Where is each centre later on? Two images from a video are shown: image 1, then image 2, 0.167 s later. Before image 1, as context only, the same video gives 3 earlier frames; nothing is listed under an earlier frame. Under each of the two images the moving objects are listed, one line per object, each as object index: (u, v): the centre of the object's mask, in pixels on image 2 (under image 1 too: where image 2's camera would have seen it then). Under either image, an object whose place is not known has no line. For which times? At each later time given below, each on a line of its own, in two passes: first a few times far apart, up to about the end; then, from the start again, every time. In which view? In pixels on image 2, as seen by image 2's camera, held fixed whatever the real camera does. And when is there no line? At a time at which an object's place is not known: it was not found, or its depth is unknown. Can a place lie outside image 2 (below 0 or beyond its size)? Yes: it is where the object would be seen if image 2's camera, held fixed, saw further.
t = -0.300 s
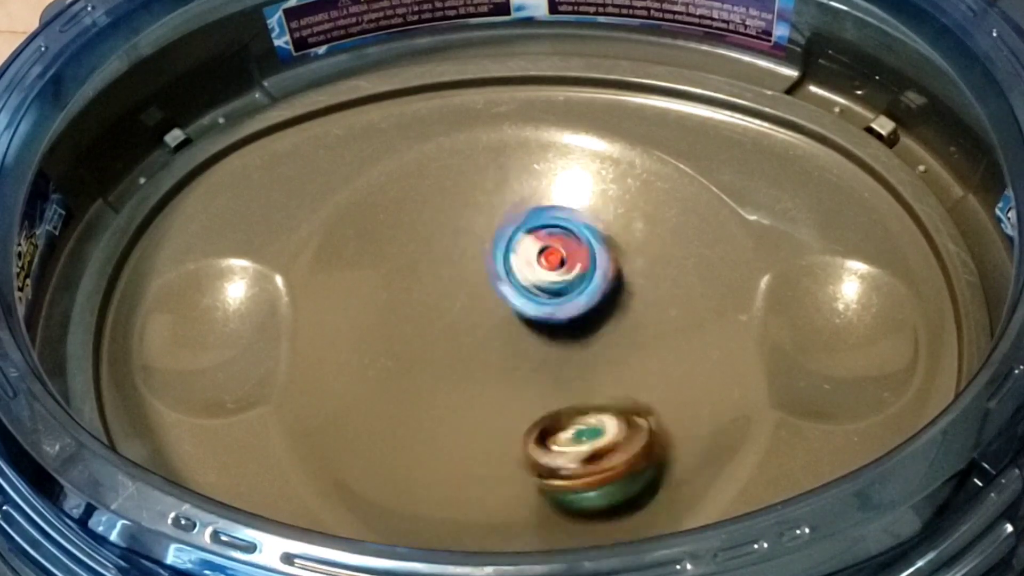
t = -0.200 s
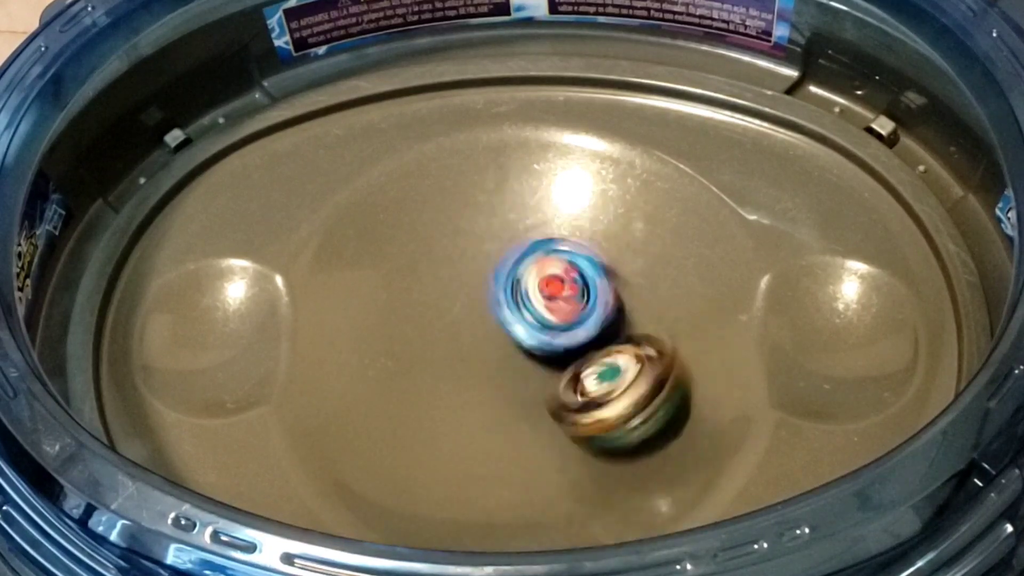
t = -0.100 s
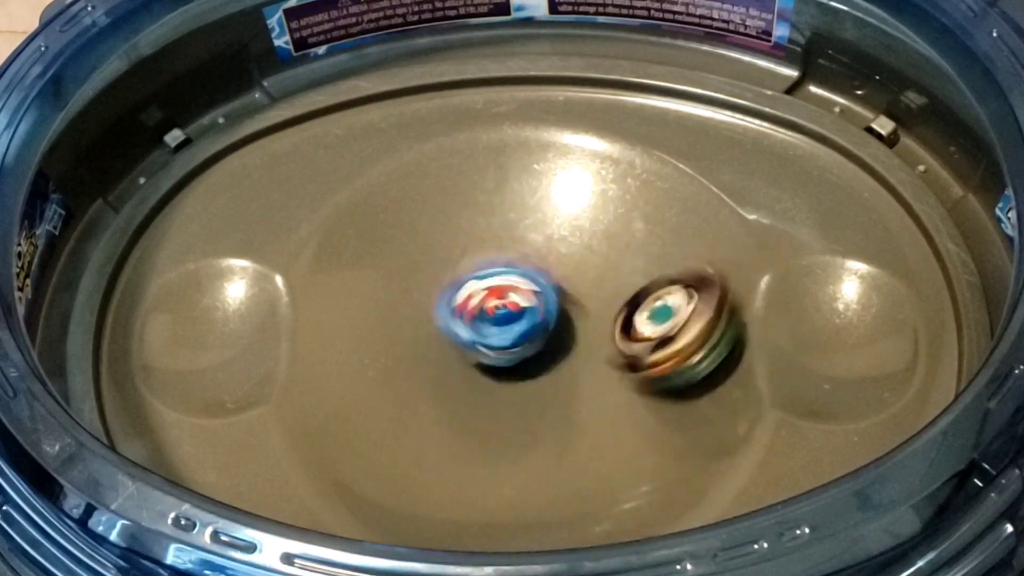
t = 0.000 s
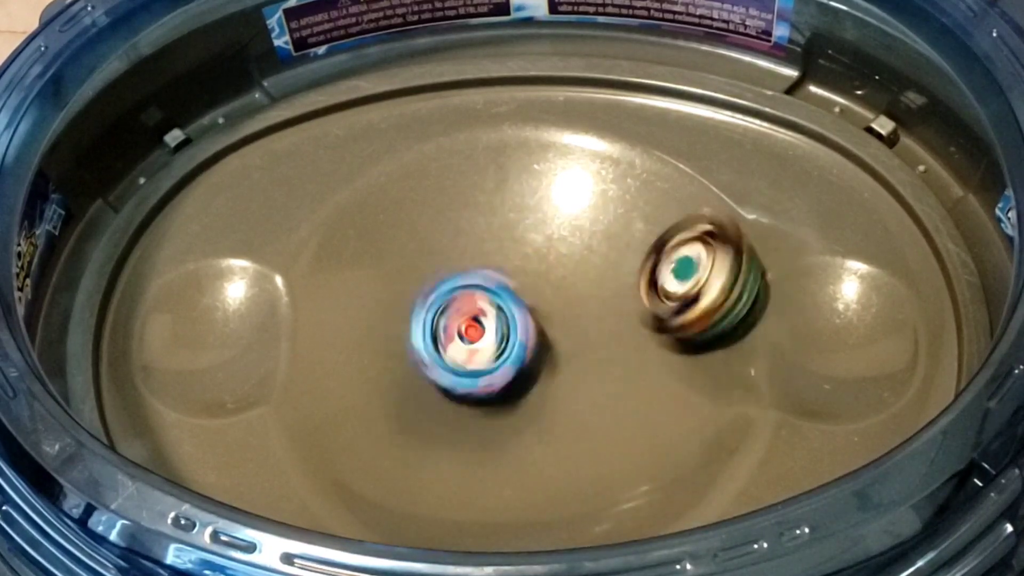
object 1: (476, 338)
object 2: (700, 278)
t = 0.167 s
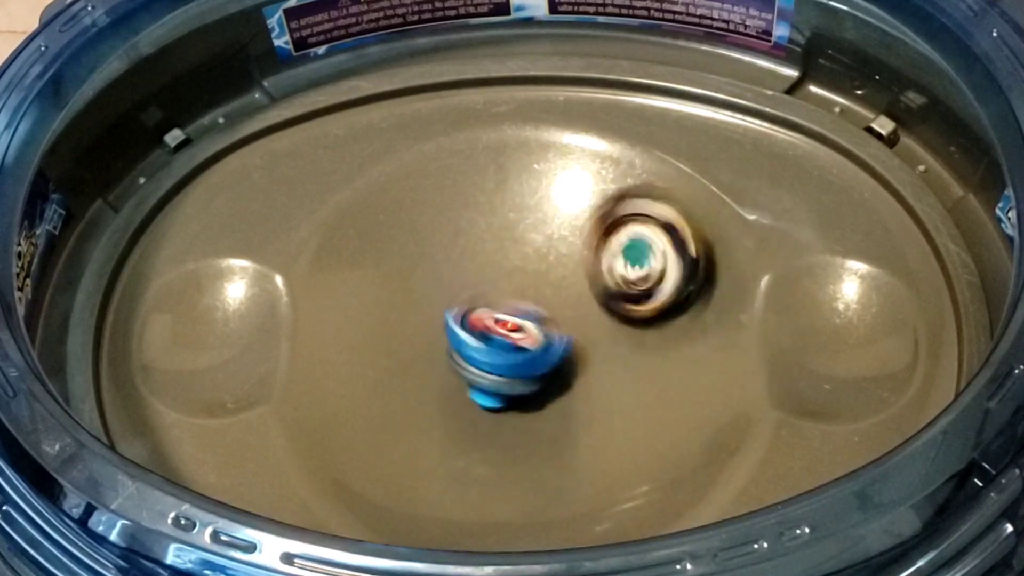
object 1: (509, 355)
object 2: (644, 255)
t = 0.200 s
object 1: (517, 357)
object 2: (623, 258)
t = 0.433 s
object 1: (518, 373)
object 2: (449, 240)
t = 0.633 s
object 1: (526, 365)
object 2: (432, 274)
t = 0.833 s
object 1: (585, 373)
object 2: (432, 360)
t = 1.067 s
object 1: (579, 370)
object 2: (452, 393)
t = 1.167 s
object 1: (559, 357)
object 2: (461, 392)
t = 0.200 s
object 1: (517, 357)
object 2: (623, 258)
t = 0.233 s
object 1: (525, 355)
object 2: (602, 261)
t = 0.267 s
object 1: (528, 358)
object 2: (576, 257)
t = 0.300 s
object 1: (523, 359)
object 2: (546, 250)
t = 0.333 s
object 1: (522, 362)
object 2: (516, 245)
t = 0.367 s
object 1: (518, 367)
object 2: (492, 244)
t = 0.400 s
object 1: (515, 375)
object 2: (468, 239)
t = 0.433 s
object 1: (518, 373)
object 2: (449, 240)
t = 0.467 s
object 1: (523, 371)
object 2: (433, 242)
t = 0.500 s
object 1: (526, 368)
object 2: (429, 247)
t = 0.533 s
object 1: (527, 367)
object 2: (425, 253)
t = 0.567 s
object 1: (526, 366)
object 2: (425, 258)
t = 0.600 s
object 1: (523, 366)
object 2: (429, 266)
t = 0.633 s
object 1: (526, 365)
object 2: (432, 274)
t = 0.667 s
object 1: (538, 365)
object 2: (425, 285)
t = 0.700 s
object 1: (555, 366)
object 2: (422, 299)
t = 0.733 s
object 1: (568, 368)
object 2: (423, 313)
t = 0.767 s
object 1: (577, 369)
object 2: (425, 330)
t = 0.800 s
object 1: (582, 371)
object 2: (428, 347)
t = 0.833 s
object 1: (585, 373)
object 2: (432, 360)
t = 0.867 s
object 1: (587, 375)
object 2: (435, 373)
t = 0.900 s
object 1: (588, 376)
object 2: (439, 384)
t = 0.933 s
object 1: (588, 376)
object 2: (442, 390)
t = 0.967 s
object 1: (587, 375)
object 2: (445, 394)
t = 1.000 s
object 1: (586, 374)
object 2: (448, 396)
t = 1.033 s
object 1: (583, 373)
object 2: (451, 394)
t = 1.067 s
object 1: (579, 370)
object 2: (452, 393)
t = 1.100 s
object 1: (573, 367)
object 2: (456, 391)
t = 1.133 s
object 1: (566, 362)
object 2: (459, 390)
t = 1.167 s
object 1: (559, 357)
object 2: (461, 392)
